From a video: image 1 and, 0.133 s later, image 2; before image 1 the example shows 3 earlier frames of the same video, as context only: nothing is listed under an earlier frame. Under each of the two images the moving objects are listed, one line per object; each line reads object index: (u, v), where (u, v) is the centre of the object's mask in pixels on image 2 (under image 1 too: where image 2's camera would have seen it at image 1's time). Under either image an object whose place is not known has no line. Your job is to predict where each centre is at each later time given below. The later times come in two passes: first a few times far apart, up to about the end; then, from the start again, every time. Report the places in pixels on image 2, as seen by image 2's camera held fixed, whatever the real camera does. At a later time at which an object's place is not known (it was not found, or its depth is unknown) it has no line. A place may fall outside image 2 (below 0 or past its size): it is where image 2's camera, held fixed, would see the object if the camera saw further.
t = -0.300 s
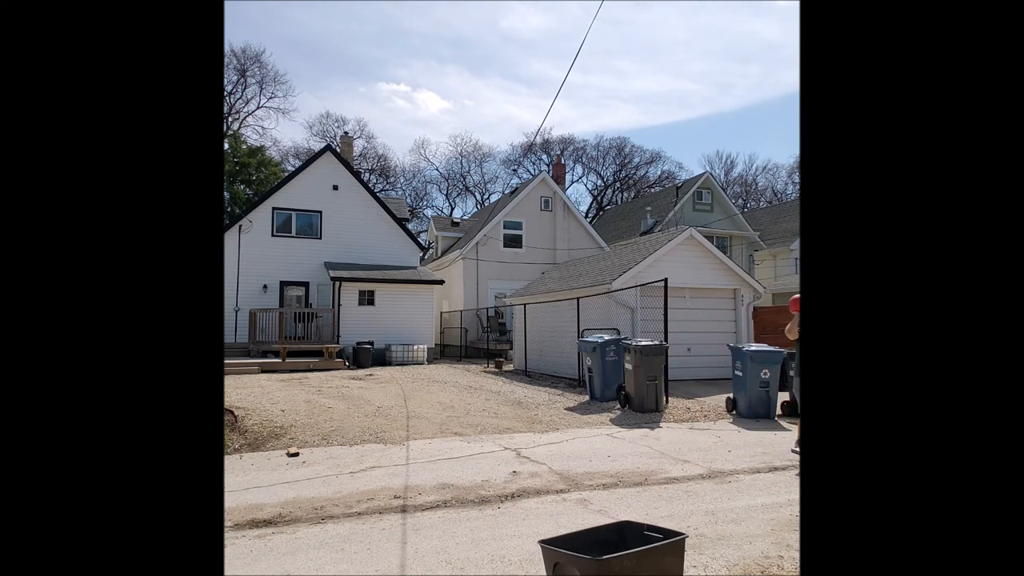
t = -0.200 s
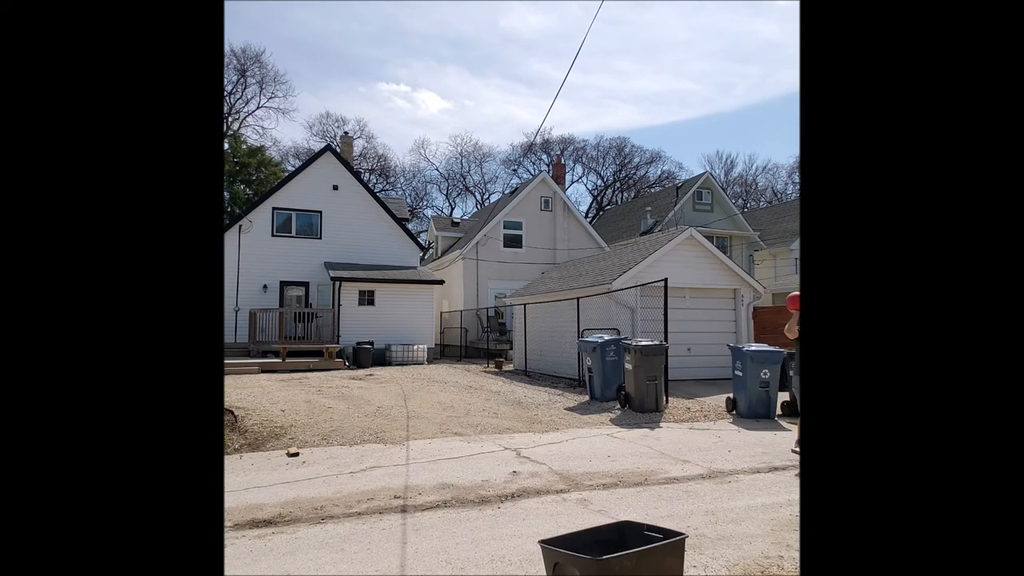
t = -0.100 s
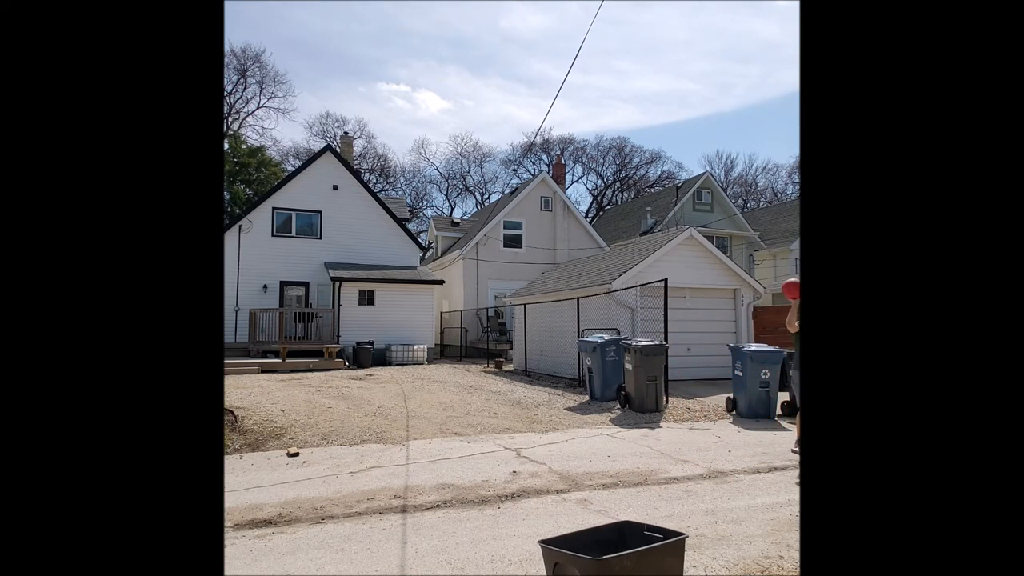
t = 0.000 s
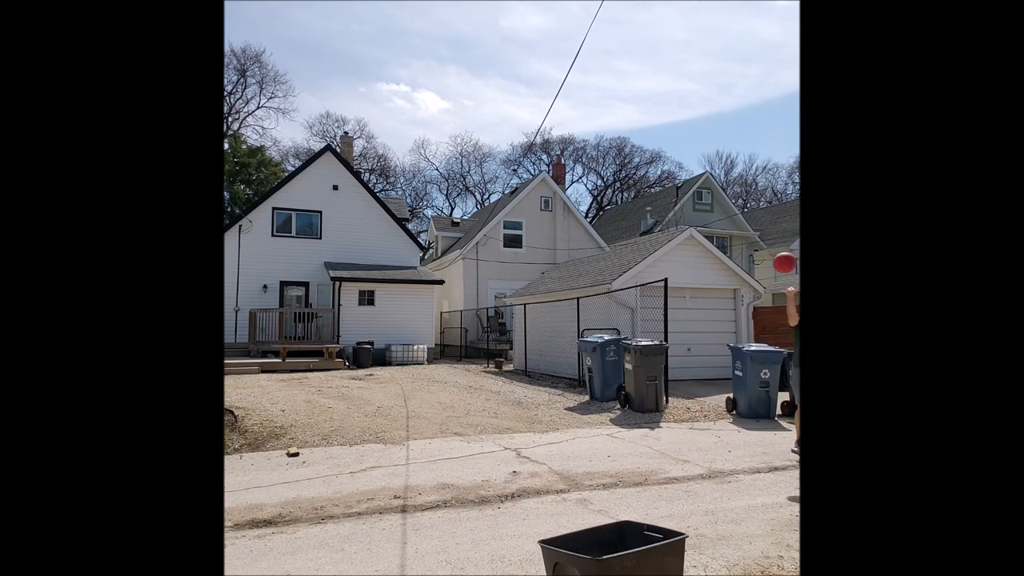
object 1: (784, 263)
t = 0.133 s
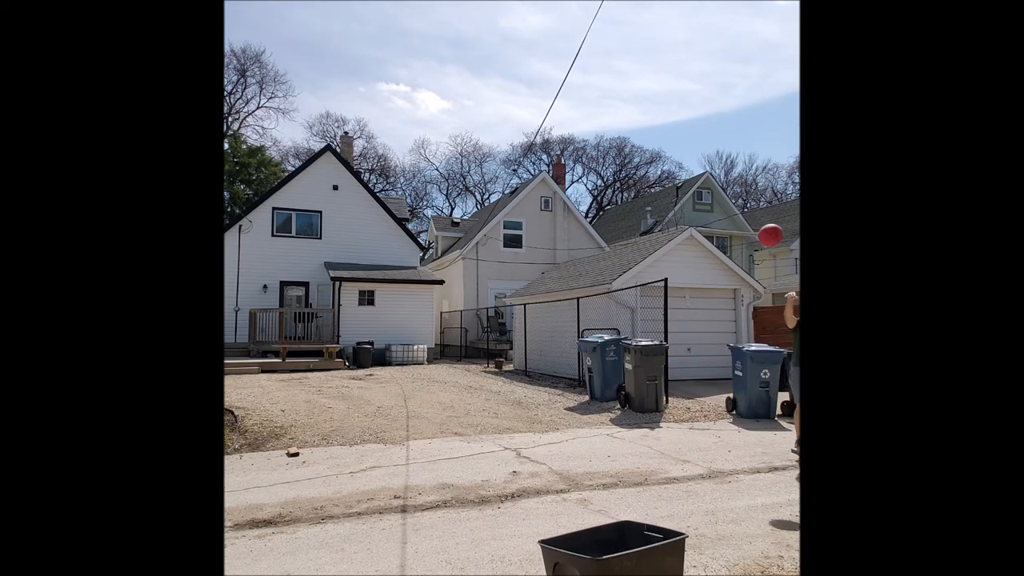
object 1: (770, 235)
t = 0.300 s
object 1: (749, 222)
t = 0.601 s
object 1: (696, 285)
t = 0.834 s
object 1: (628, 483)
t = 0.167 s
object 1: (767, 230)
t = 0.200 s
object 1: (762, 227)
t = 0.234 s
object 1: (758, 224)
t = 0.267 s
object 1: (754, 222)
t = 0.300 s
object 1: (749, 222)
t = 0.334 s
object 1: (744, 222)
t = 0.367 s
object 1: (740, 224)
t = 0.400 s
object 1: (734, 227)
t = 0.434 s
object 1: (729, 232)
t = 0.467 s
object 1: (723, 239)
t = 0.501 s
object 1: (717, 247)
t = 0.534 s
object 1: (710, 257)
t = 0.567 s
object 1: (703, 270)
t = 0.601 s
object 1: (696, 285)
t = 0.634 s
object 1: (688, 302)
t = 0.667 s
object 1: (680, 323)
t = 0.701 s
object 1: (671, 346)
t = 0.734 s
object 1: (661, 374)
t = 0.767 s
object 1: (651, 405)
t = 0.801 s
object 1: (640, 441)
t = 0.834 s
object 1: (628, 483)
